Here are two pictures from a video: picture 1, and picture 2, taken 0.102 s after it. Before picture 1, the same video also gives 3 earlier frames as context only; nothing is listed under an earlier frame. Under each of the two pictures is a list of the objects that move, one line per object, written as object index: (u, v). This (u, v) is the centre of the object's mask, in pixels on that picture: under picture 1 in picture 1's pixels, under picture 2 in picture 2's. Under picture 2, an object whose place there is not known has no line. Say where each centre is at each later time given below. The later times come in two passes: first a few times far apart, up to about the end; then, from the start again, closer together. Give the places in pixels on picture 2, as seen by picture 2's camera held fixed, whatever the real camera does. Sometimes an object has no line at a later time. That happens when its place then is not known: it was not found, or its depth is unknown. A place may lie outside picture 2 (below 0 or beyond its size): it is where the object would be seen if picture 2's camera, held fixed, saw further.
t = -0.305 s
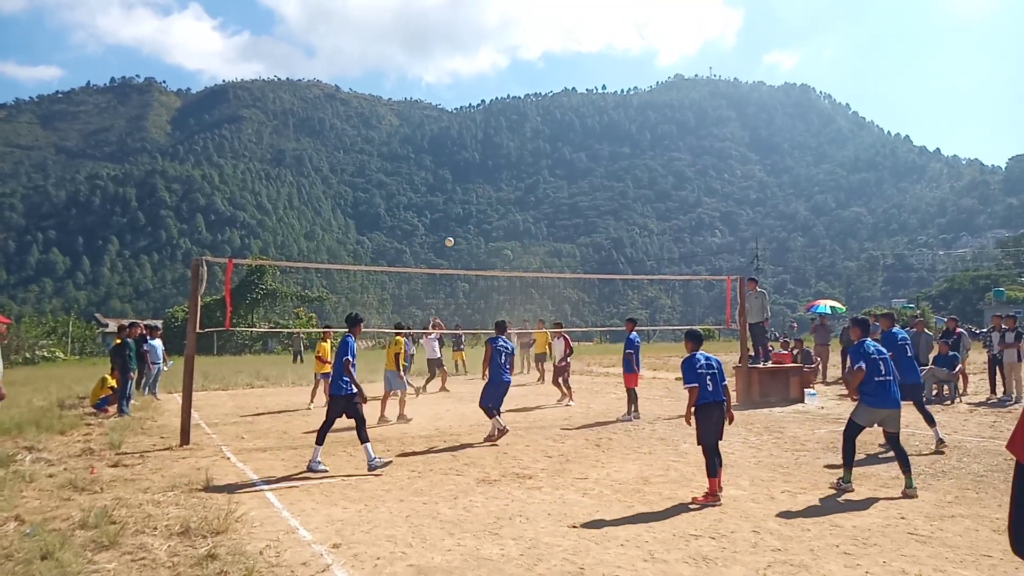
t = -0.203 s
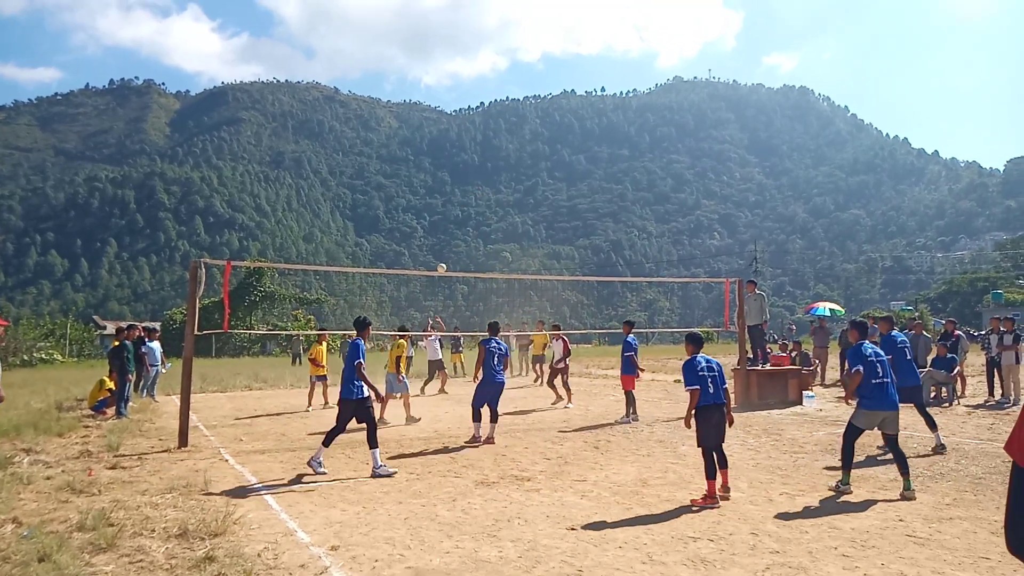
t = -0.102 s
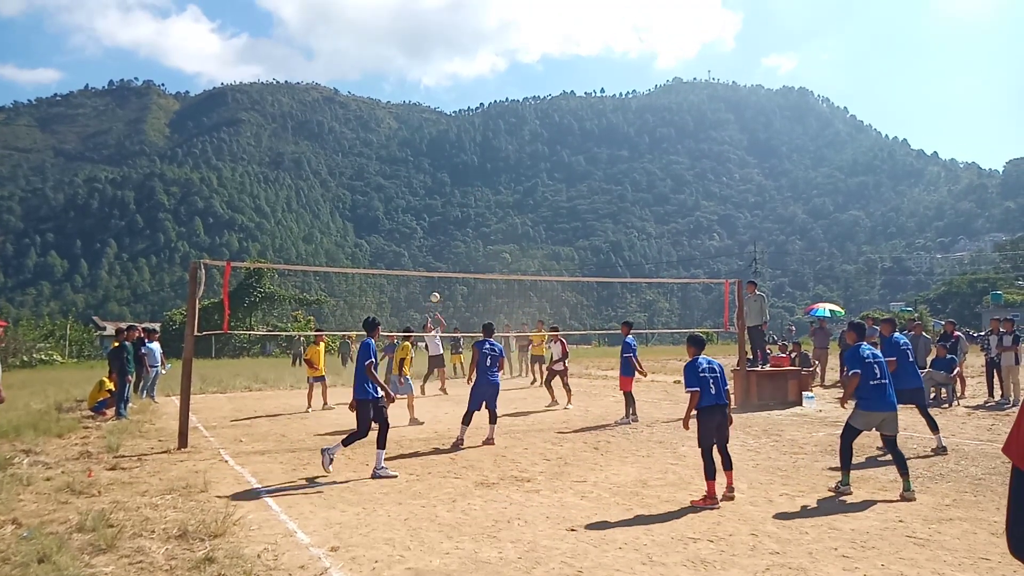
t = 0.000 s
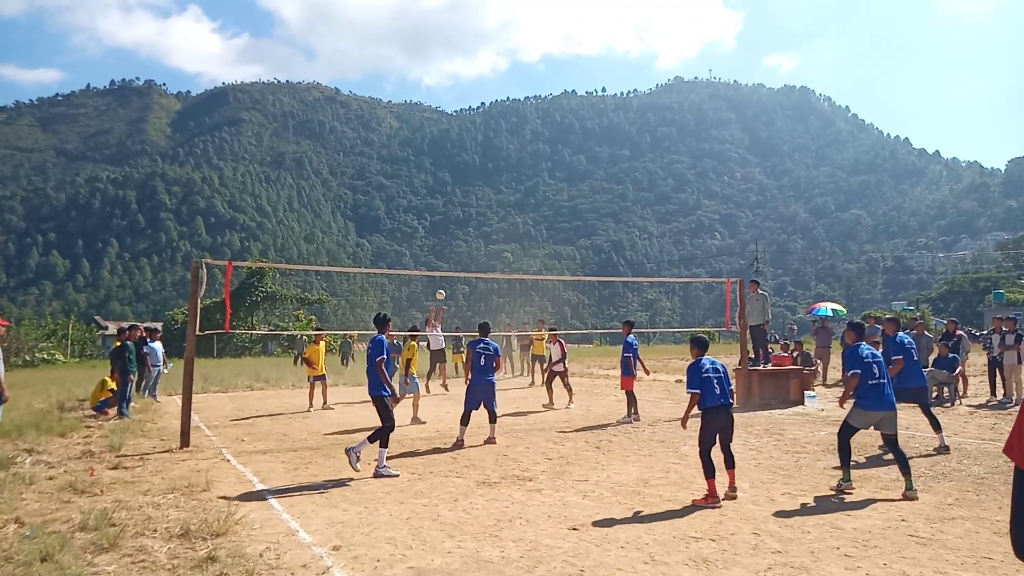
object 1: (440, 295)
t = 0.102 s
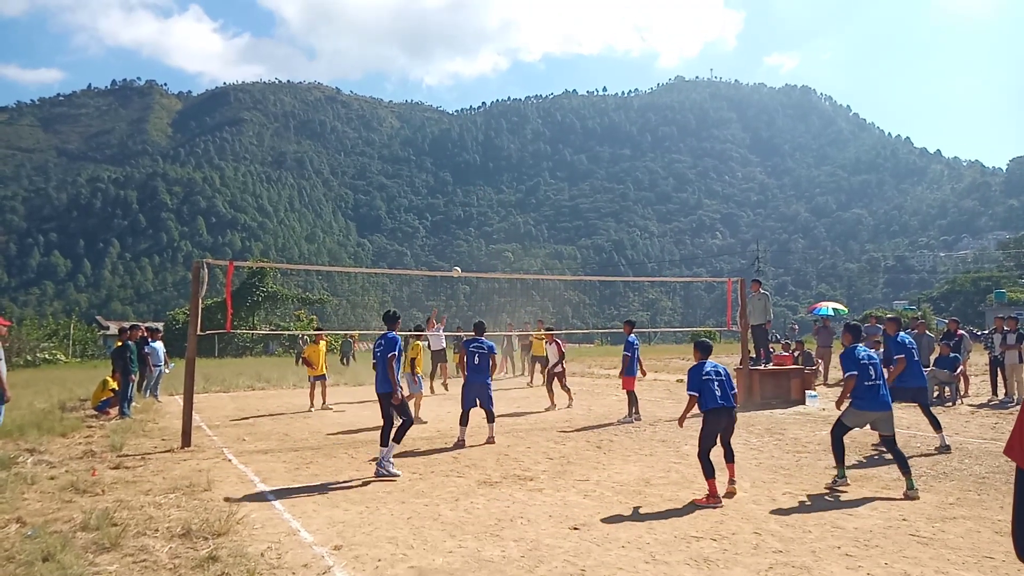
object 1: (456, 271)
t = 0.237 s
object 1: (475, 247)
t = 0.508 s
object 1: (517, 216)
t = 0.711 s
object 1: (554, 215)
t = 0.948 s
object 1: (603, 249)
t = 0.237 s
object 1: (475, 247)
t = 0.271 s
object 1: (480, 242)
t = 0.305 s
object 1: (485, 236)
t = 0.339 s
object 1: (490, 232)
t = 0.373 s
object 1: (496, 228)
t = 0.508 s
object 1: (517, 216)
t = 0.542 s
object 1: (523, 214)
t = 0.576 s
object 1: (529, 213)
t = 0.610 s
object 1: (535, 212)
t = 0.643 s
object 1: (541, 213)
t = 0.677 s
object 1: (548, 213)
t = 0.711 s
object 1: (554, 215)
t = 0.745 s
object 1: (560, 217)
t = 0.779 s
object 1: (567, 220)
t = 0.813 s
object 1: (573, 224)
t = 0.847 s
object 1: (580, 229)
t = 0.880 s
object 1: (588, 235)
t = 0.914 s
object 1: (595, 241)
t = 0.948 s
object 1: (603, 249)
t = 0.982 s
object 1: (610, 258)
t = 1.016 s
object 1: (619, 268)
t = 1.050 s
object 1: (627, 279)
